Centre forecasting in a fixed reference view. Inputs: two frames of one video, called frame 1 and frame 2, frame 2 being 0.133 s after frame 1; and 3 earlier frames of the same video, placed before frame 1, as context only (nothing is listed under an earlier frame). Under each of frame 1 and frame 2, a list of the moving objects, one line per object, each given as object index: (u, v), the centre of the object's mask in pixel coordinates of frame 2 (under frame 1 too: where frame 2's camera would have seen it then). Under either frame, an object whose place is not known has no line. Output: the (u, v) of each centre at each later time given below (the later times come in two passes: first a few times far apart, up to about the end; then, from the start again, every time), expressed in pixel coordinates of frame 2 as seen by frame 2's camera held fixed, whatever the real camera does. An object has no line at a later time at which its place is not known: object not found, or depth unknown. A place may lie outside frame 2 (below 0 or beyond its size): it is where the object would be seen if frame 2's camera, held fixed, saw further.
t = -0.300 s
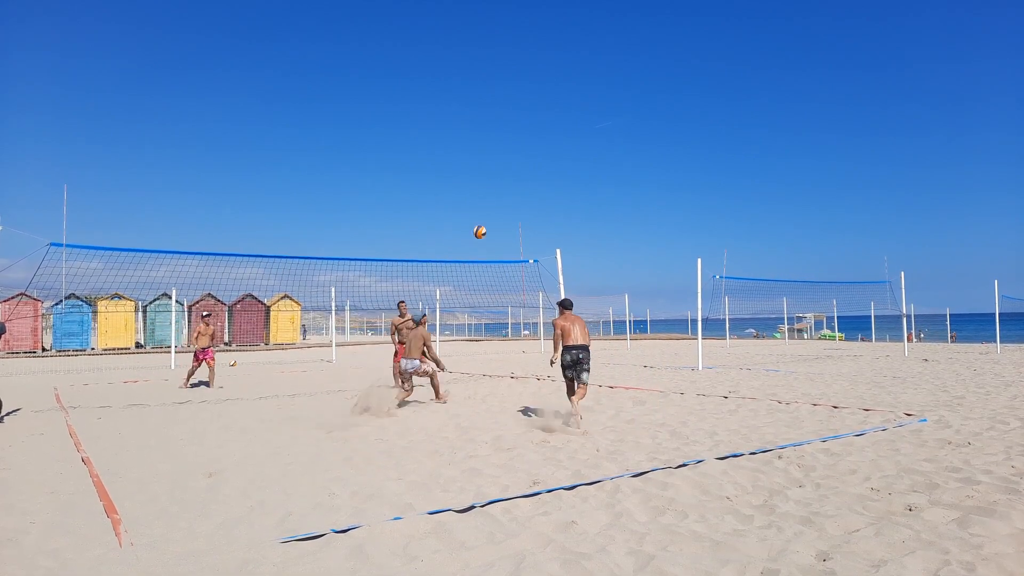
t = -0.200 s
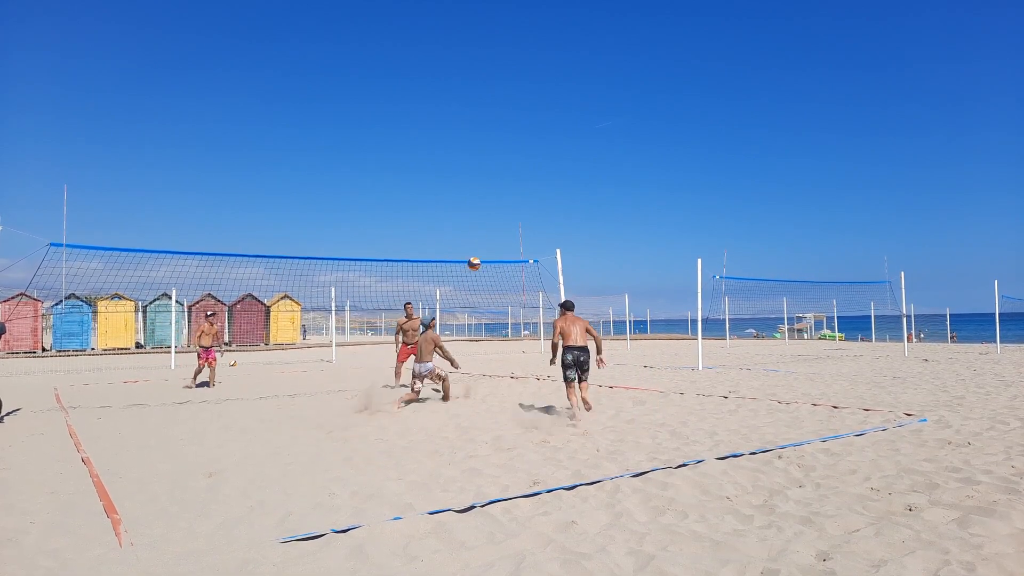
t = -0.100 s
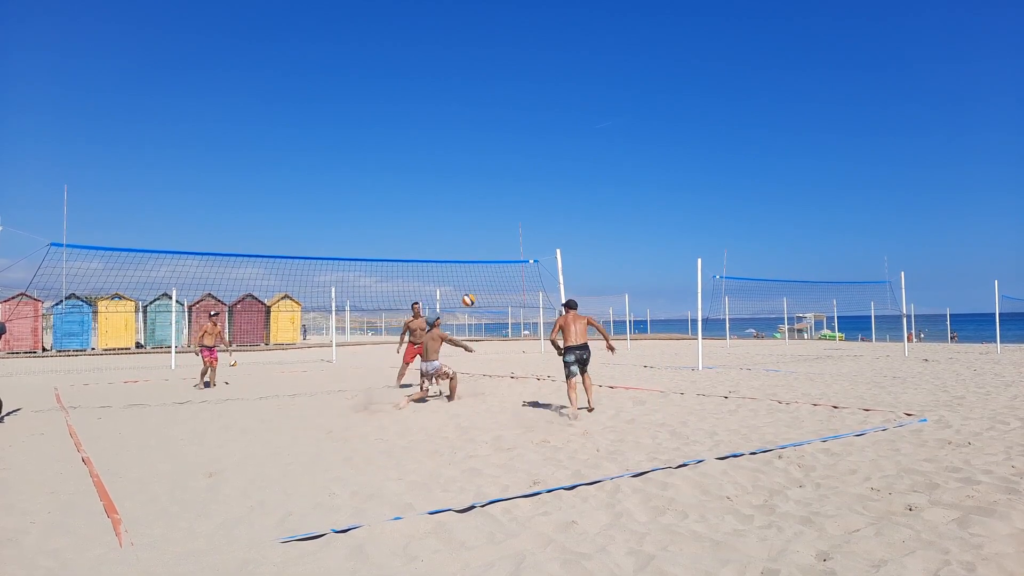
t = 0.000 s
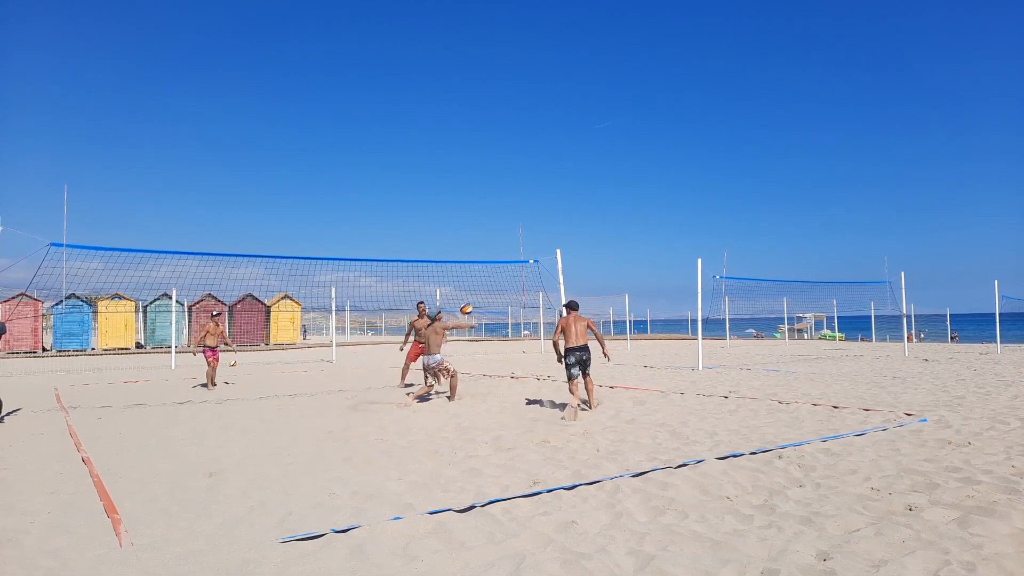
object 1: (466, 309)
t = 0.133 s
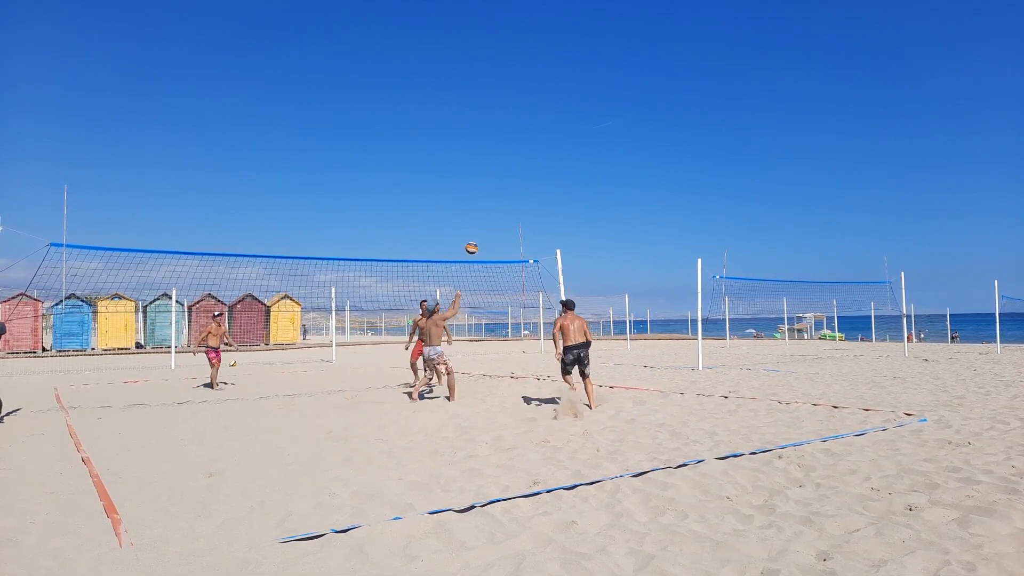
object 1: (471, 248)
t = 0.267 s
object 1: (476, 200)
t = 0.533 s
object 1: (481, 137)
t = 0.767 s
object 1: (483, 119)
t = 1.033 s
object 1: (482, 135)
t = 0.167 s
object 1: (473, 235)
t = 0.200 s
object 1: (474, 222)
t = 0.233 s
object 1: (475, 211)
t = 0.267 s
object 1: (476, 200)
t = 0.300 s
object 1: (477, 190)
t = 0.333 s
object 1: (478, 180)
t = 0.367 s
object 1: (479, 171)
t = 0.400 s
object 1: (479, 163)
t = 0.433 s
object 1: (480, 156)
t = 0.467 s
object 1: (480, 149)
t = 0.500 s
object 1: (481, 143)
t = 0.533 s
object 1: (481, 137)
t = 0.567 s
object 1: (481, 133)
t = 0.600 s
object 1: (482, 129)
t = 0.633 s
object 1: (482, 125)
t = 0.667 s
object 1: (482, 123)
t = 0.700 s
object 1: (482, 121)
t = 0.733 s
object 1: (482, 120)
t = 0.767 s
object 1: (483, 119)
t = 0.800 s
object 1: (483, 119)
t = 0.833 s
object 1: (483, 119)
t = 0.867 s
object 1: (483, 120)
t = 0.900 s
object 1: (482, 122)
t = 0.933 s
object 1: (483, 124)
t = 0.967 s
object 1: (482, 127)
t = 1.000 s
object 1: (482, 130)
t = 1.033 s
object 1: (482, 135)
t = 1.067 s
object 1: (482, 140)
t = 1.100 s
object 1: (481, 144)
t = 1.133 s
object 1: (481, 150)
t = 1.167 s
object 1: (481, 157)
